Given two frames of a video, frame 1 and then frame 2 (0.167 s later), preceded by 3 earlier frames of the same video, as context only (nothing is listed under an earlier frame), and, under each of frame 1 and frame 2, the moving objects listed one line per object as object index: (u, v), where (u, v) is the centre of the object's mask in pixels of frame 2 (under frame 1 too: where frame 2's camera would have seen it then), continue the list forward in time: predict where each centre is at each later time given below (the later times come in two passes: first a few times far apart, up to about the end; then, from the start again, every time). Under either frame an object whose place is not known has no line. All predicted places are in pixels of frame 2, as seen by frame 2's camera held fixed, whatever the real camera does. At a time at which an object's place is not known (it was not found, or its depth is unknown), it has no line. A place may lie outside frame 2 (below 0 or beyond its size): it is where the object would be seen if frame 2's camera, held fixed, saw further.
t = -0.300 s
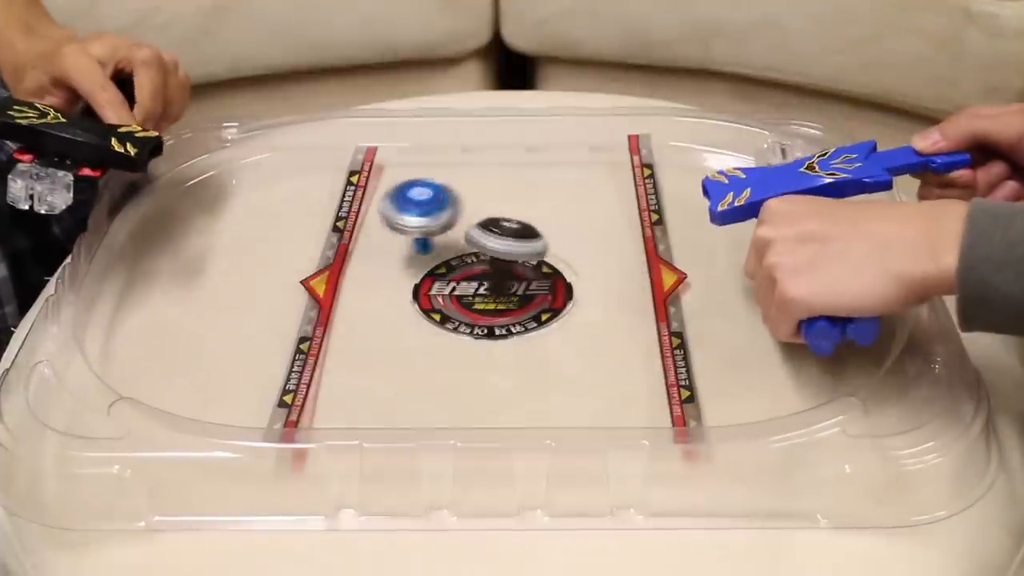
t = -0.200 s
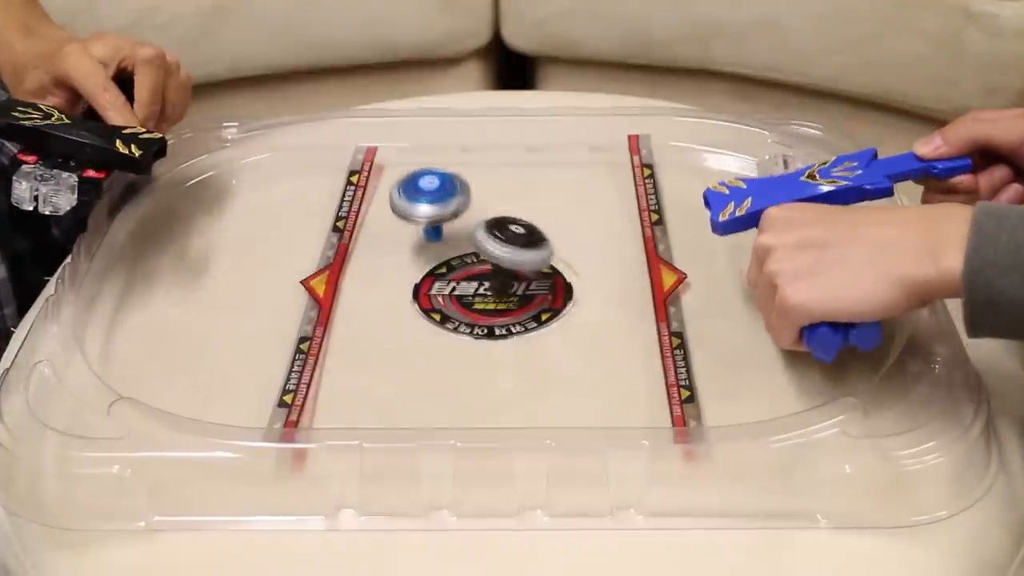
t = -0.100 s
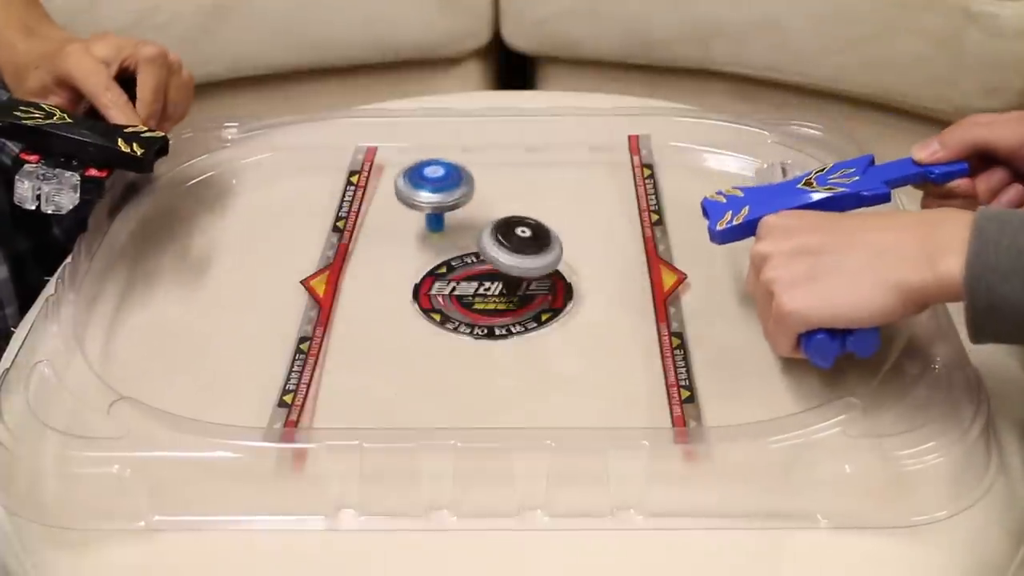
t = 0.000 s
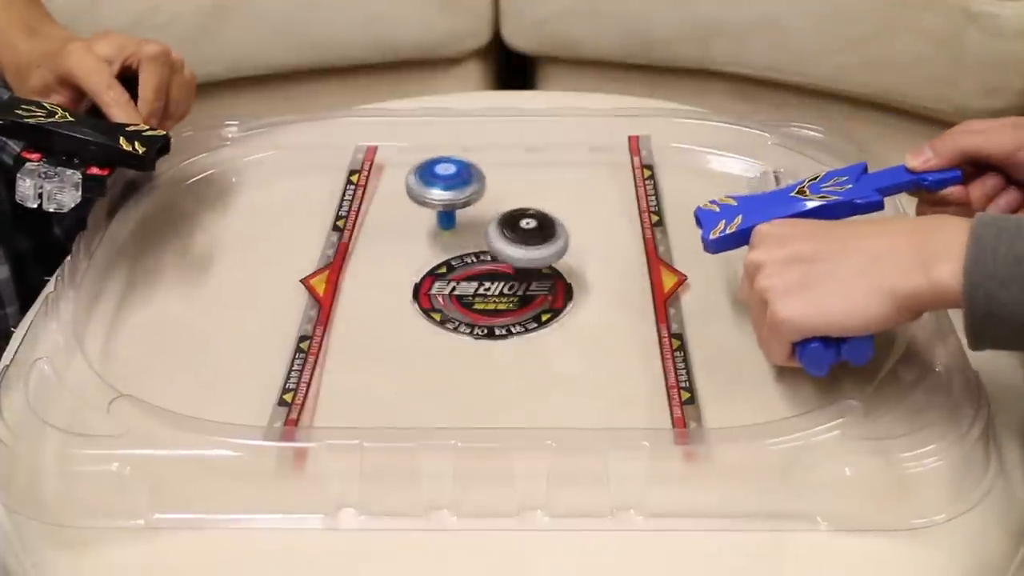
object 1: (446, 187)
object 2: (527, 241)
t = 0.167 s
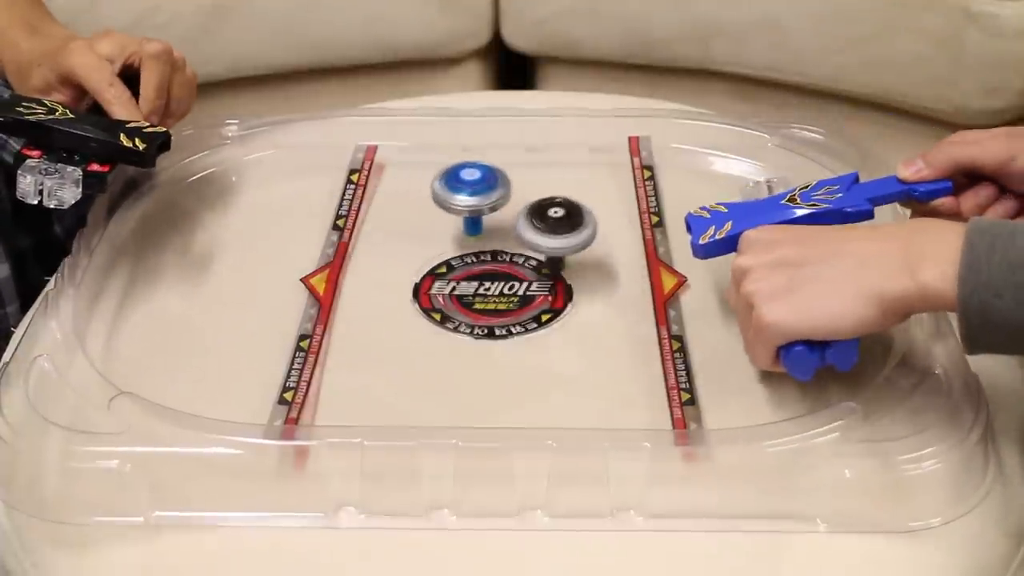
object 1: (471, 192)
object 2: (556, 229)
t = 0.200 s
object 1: (477, 194)
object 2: (563, 228)
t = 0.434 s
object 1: (487, 201)
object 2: (595, 248)
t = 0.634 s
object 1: (490, 215)
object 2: (595, 269)
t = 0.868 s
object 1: (509, 236)
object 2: (556, 283)
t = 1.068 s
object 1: (502, 220)
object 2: (560, 304)
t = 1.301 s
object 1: (499, 208)
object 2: (562, 281)
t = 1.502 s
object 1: (502, 211)
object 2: (596, 275)
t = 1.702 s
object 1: (514, 222)
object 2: (634, 275)
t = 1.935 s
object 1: (536, 245)
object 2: (665, 288)
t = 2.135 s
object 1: (556, 267)
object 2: (662, 305)
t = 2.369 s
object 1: (523, 273)
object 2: (626, 317)
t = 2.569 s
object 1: (490, 292)
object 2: (594, 304)
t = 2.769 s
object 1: (466, 300)
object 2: (586, 282)
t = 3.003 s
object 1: (465, 295)
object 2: (606, 260)
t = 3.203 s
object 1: (487, 284)
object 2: (640, 251)
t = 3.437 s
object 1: (527, 256)
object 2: (678, 259)
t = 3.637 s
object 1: (562, 232)
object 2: (688, 276)
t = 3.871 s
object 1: (547, 227)
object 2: (666, 292)
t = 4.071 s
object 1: (569, 248)
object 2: (629, 293)
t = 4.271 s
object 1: (570, 239)
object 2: (600, 298)
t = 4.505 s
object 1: (555, 233)
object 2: (562, 290)
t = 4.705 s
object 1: (543, 223)
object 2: (546, 285)
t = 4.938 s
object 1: (530, 214)
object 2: (563, 283)
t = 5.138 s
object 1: (528, 211)
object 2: (593, 272)
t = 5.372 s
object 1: (527, 216)
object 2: (635, 265)
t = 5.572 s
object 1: (526, 228)
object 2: (659, 261)
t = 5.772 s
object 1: (519, 242)
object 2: (660, 260)
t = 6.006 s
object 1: (504, 260)
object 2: (641, 254)
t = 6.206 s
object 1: (490, 271)
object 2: (611, 243)
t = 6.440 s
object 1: (476, 274)
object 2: (583, 227)
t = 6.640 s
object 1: (477, 271)
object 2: (574, 210)
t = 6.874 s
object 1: (487, 260)
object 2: (569, 193)
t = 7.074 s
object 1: (504, 250)
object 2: (564, 190)
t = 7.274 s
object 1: (522, 241)
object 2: (552, 189)
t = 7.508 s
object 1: (522, 269)
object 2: (548, 180)
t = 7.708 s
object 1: (508, 279)
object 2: (547, 174)
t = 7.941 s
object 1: (462, 267)
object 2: (534, 187)
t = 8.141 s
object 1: (423, 248)
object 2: (523, 199)
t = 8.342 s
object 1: (405, 227)
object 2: (520, 186)
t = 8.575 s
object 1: (415, 212)
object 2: (504, 170)
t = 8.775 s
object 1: (440, 207)
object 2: (503, 163)
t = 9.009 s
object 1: (424, 204)
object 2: (512, 169)
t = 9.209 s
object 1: (383, 212)
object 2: (528, 179)
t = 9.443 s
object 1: (357, 191)
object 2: (513, 194)
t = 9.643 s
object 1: (379, 171)
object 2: (513, 184)
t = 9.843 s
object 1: (423, 171)
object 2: (516, 181)
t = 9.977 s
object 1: (431, 182)
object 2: (529, 184)
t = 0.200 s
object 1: (477, 194)
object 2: (563, 228)
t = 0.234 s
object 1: (483, 197)
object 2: (567, 226)
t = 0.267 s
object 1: (490, 200)
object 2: (566, 225)
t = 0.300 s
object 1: (494, 201)
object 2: (567, 226)
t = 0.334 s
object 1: (492, 200)
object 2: (578, 233)
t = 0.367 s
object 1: (490, 200)
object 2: (586, 239)
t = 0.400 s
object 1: (488, 200)
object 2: (592, 243)
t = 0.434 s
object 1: (487, 201)
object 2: (595, 248)
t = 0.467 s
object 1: (486, 203)
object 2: (597, 251)
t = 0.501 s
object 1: (486, 205)
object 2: (598, 255)
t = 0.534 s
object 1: (486, 207)
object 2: (599, 258)
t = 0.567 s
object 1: (487, 209)
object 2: (599, 262)
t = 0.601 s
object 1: (488, 212)
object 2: (597, 266)
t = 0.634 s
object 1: (490, 215)
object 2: (595, 269)
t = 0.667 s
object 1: (492, 217)
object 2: (592, 272)
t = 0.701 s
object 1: (495, 220)
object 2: (588, 275)
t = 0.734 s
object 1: (497, 224)
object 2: (582, 278)
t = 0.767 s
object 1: (500, 227)
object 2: (576, 279)
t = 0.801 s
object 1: (502, 230)
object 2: (570, 280)
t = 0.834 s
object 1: (506, 234)
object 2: (563, 281)
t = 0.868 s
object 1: (509, 236)
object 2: (556, 283)
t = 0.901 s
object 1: (508, 235)
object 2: (555, 289)
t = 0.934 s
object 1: (506, 231)
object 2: (558, 300)
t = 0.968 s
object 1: (505, 228)
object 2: (560, 300)
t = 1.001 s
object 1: (504, 225)
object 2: (562, 304)
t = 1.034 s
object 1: (503, 222)
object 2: (562, 305)
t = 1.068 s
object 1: (502, 220)
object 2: (560, 304)
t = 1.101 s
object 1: (501, 218)
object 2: (558, 302)
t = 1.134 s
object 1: (501, 216)
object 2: (555, 299)
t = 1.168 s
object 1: (500, 214)
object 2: (554, 295)
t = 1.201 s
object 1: (500, 212)
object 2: (555, 291)
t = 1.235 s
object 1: (499, 211)
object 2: (556, 287)
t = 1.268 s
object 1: (499, 210)
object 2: (558, 284)
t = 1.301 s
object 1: (499, 208)
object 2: (562, 281)
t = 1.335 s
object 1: (499, 208)
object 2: (570, 282)
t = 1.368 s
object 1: (499, 208)
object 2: (576, 283)
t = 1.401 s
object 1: (499, 208)
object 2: (580, 281)
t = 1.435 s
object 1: (500, 209)
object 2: (584, 279)
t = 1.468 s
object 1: (500, 210)
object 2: (589, 277)
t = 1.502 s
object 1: (502, 211)
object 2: (596, 275)
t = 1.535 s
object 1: (503, 212)
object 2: (603, 274)
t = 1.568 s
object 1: (505, 213)
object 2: (609, 274)
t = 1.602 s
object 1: (507, 215)
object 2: (615, 274)
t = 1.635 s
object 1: (509, 217)
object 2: (621, 273)
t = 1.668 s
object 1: (512, 220)
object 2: (628, 274)
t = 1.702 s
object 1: (514, 222)
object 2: (634, 275)
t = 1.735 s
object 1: (517, 225)
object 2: (640, 276)
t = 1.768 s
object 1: (520, 229)
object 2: (646, 278)
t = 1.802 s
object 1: (523, 232)
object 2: (651, 280)
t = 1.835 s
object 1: (526, 235)
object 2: (655, 280)
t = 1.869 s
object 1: (529, 238)
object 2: (659, 282)
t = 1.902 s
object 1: (533, 241)
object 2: (662, 285)
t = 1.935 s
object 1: (536, 245)
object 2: (665, 288)
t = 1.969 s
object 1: (539, 249)
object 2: (667, 290)
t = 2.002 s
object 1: (542, 253)
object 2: (668, 293)
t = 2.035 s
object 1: (546, 257)
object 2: (668, 296)
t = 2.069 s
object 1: (550, 261)
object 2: (667, 299)
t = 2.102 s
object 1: (553, 264)
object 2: (665, 302)
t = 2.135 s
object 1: (556, 267)
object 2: (662, 305)
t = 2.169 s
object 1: (554, 267)
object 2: (659, 310)
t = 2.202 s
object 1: (548, 267)
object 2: (655, 309)
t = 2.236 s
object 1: (541, 265)
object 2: (650, 317)
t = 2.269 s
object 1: (536, 264)
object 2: (645, 318)
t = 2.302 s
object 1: (534, 266)
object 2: (638, 318)
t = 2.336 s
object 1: (529, 269)
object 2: (632, 318)
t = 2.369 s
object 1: (523, 273)
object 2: (626, 317)
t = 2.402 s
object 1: (518, 276)
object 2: (620, 316)
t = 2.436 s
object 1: (512, 280)
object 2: (613, 314)
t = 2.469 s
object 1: (506, 283)
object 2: (608, 312)
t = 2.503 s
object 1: (500, 286)
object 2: (603, 309)
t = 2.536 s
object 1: (495, 289)
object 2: (598, 307)
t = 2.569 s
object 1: (490, 292)
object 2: (594, 304)
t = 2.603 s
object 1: (485, 294)
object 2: (591, 301)
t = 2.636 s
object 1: (480, 295)
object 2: (589, 297)
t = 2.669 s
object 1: (477, 296)
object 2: (587, 293)
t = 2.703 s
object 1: (473, 298)
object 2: (586, 289)
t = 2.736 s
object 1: (470, 299)
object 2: (586, 286)
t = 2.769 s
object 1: (466, 300)
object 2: (586, 282)
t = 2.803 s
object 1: (464, 300)
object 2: (587, 279)
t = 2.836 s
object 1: (463, 300)
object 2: (589, 275)
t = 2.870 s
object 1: (462, 300)
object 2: (591, 272)
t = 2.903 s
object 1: (462, 299)
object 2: (595, 269)
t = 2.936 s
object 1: (463, 299)
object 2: (598, 265)
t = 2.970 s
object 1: (464, 297)
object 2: (602, 262)
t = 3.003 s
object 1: (465, 295)
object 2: (606, 260)
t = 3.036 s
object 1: (467, 294)
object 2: (610, 258)
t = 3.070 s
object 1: (469, 292)
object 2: (616, 256)
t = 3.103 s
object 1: (471, 290)
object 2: (621, 254)
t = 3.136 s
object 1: (474, 288)
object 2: (628, 253)
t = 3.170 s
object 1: (481, 285)
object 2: (634, 252)
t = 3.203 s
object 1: (487, 284)
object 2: (640, 251)
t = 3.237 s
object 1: (492, 281)
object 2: (647, 251)
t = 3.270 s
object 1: (498, 276)
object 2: (653, 251)
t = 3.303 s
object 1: (504, 272)
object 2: (658, 252)
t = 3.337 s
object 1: (510, 268)
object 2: (664, 251)
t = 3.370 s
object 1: (515, 264)
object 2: (669, 255)
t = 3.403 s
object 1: (521, 261)
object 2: (674, 257)
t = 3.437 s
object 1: (527, 256)
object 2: (678, 259)
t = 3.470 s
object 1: (533, 252)
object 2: (681, 261)
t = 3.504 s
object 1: (539, 247)
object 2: (684, 264)
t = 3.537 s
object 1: (545, 244)
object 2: (686, 267)
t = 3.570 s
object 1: (551, 239)
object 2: (688, 270)
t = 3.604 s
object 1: (557, 235)
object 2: (688, 273)
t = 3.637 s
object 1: (562, 232)
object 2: (688, 276)
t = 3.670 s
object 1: (568, 228)
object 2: (687, 279)
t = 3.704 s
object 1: (568, 224)
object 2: (685, 282)
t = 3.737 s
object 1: (561, 223)
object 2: (683, 284)
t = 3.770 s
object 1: (552, 225)
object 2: (679, 287)
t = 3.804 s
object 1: (546, 225)
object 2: (676, 289)
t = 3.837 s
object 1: (545, 225)
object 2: (671, 290)
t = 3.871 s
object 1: (547, 227)
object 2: (666, 292)
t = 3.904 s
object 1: (550, 230)
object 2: (660, 293)
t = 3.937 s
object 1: (554, 234)
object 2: (655, 295)
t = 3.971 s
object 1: (558, 237)
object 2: (648, 295)
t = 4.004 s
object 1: (562, 241)
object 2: (642, 294)
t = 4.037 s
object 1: (566, 245)
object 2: (635, 294)
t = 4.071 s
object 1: (569, 248)
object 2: (629, 293)
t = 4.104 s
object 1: (572, 249)
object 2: (623, 292)
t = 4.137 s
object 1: (575, 246)
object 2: (620, 295)
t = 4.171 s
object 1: (576, 243)
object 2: (616, 296)
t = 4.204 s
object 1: (575, 242)
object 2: (612, 297)
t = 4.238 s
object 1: (573, 241)
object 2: (606, 298)
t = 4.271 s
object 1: (570, 239)
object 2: (600, 298)
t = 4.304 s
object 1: (568, 238)
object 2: (595, 297)
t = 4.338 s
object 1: (566, 237)
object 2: (589, 297)
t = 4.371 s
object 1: (564, 237)
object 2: (584, 296)
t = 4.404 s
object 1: (562, 236)
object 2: (579, 295)
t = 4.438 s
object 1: (559, 235)
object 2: (573, 293)
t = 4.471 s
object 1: (557, 234)
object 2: (567, 291)
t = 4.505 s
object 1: (555, 233)
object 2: (562, 290)
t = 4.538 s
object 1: (553, 232)
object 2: (557, 287)
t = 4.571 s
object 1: (551, 230)
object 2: (553, 285)
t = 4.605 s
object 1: (550, 229)
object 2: (550, 283)
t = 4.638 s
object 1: (547, 227)
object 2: (547, 283)
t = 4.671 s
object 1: (544, 225)
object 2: (545, 284)
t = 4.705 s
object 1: (543, 223)
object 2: (546, 285)
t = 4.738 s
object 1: (540, 221)
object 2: (546, 286)
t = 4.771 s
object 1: (538, 219)
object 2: (546, 285)
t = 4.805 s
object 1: (536, 217)
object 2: (547, 283)
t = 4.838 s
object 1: (534, 216)
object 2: (549, 281)
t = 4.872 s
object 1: (533, 215)
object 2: (554, 282)
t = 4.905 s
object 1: (532, 214)
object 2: (560, 283)
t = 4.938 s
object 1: (530, 214)
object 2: (563, 283)
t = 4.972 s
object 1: (530, 213)
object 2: (565, 281)
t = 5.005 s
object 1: (530, 213)
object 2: (570, 278)
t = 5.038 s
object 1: (529, 212)
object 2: (576, 276)
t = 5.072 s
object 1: (529, 211)
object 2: (582, 275)
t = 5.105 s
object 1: (528, 211)
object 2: (588, 274)
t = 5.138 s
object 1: (528, 211)
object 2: (593, 272)
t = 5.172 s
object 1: (528, 211)
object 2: (600, 271)
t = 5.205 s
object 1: (527, 211)
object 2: (606, 270)
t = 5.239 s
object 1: (527, 212)
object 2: (612, 269)
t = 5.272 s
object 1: (527, 213)
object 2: (617, 268)
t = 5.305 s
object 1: (527, 213)
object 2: (624, 267)
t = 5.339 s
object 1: (527, 215)
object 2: (630, 266)
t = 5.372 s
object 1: (527, 216)
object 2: (635, 265)
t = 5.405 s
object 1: (527, 218)
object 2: (641, 265)
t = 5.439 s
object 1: (527, 220)
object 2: (646, 264)
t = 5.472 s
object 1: (527, 222)
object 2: (651, 263)
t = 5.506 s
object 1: (527, 224)
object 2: (654, 263)
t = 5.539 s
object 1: (527, 225)
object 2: (657, 262)
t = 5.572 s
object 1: (526, 228)
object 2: (659, 261)
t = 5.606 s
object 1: (525, 230)
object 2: (660, 261)
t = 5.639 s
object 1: (525, 232)
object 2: (661, 261)
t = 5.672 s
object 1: (523, 235)
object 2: (661, 260)
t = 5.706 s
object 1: (522, 237)
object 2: (661, 260)
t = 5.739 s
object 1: (520, 240)
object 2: (661, 260)
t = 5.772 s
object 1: (519, 242)
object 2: (660, 260)
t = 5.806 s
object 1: (517, 245)
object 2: (660, 260)
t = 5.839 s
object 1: (515, 248)
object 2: (658, 259)
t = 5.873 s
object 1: (513, 250)
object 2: (656, 258)
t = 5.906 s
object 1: (511, 253)
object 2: (653, 257)
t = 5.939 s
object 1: (509, 256)
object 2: (648, 255)
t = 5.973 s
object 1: (506, 258)
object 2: (645, 255)
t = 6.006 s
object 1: (504, 260)
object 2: (641, 254)
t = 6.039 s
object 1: (502, 263)
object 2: (636, 253)
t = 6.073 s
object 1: (499, 265)
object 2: (631, 251)
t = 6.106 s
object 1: (497, 266)
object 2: (625, 249)
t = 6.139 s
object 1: (494, 268)
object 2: (620, 247)
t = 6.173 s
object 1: (492, 270)
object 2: (615, 245)
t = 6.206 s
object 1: (490, 271)
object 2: (611, 243)
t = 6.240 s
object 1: (487, 272)
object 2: (605, 241)
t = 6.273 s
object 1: (485, 272)
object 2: (601, 239)
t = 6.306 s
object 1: (483, 273)
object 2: (597, 237)
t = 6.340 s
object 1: (481, 274)
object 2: (593, 235)
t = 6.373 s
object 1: (479, 274)
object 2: (589, 232)
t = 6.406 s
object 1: (478, 274)
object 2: (586, 230)
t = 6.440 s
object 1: (476, 274)
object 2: (583, 227)
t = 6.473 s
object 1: (476, 274)
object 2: (581, 225)
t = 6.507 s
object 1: (475, 273)
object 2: (580, 222)
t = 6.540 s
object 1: (475, 273)
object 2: (578, 219)
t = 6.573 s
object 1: (475, 273)
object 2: (577, 216)
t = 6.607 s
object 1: (476, 272)
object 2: (575, 213)
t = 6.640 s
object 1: (477, 271)
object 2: (574, 210)
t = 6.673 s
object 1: (478, 270)
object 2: (573, 207)
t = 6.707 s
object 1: (479, 268)
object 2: (572, 204)
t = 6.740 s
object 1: (480, 266)
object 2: (572, 201)
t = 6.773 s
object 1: (482, 265)
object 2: (571, 199)
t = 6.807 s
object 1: (483, 263)
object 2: (570, 197)
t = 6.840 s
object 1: (485, 261)
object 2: (570, 195)
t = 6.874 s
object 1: (487, 260)
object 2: (569, 193)
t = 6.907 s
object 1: (489, 258)
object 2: (568, 192)
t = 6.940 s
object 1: (492, 257)
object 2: (567, 191)
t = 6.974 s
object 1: (495, 254)
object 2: (566, 190)
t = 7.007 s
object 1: (498, 253)
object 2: (566, 190)
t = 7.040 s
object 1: (501, 251)
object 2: (565, 190)
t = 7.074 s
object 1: (504, 250)
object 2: (564, 190)
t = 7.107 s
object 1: (507, 247)
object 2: (563, 190)
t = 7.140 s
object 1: (510, 246)
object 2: (561, 190)
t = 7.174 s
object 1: (513, 245)
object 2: (560, 191)
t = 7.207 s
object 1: (516, 244)
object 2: (557, 190)
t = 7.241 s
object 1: (519, 242)
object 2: (555, 190)
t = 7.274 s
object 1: (522, 241)
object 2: (552, 189)
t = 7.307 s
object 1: (525, 240)
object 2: (549, 190)
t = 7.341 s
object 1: (525, 244)
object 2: (547, 188)
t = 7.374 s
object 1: (524, 250)
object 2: (548, 186)
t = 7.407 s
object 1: (524, 254)
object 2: (548, 185)
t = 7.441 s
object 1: (524, 259)
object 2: (547, 184)
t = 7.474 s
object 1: (523, 265)
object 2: (547, 182)
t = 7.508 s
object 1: (522, 269)
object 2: (548, 180)
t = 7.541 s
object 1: (520, 274)
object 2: (548, 178)
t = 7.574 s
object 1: (519, 278)
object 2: (548, 176)
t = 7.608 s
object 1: (516, 282)
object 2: (548, 175)
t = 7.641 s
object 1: (514, 283)
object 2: (548, 174)
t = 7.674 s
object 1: (512, 282)
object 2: (548, 174)
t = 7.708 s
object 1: (508, 279)
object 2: (547, 174)
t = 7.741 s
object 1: (505, 276)
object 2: (546, 175)
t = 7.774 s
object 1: (502, 275)
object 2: (544, 176)
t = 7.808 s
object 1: (496, 274)
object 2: (543, 177)
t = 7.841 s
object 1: (488, 271)
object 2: (541, 179)
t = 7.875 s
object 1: (478, 270)
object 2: (538, 181)
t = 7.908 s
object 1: (470, 266)
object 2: (536, 184)
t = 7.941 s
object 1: (462, 267)
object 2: (534, 187)
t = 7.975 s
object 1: (454, 264)
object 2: (531, 189)
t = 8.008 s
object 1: (446, 261)
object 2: (528, 192)
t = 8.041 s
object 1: (440, 257)
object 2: (525, 195)
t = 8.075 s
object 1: (434, 255)
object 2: (521, 198)
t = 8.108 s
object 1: (428, 251)
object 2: (520, 199)
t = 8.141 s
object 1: (423, 248)
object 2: (523, 199)
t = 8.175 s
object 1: (418, 245)
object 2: (525, 194)
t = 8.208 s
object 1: (414, 240)
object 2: (527, 190)
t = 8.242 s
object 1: (410, 237)
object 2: (527, 189)
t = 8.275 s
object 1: (408, 233)
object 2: (526, 188)
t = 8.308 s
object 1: (406, 230)
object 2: (523, 187)
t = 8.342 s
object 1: (405, 227)
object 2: (520, 186)
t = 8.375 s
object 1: (404, 224)
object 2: (516, 184)
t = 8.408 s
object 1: (404, 222)
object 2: (513, 182)
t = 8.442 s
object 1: (405, 219)
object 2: (510, 180)
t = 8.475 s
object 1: (406, 217)
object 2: (508, 177)
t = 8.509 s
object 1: (409, 215)
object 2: (506, 175)
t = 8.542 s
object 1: (411, 214)
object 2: (505, 172)
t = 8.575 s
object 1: (415, 212)
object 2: (504, 170)
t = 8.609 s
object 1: (419, 211)
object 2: (504, 168)
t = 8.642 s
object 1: (424, 210)
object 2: (503, 166)
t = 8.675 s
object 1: (429, 209)
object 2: (503, 164)
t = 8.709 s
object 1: (434, 209)
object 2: (503, 163)
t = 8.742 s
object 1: (438, 209)
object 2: (503, 163)
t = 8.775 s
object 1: (440, 207)
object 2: (503, 163)
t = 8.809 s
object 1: (440, 204)
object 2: (503, 163)
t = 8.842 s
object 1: (440, 203)
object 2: (503, 164)
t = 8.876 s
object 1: (442, 203)
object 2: (503, 165)
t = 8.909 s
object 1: (444, 203)
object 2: (503, 167)
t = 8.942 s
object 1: (443, 203)
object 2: (503, 168)
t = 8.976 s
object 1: (438, 203)
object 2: (504, 170)
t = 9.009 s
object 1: (424, 204)
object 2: (512, 169)
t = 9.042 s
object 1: (412, 207)
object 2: (518, 169)
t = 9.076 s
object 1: (405, 211)
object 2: (523, 171)
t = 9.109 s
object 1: (398, 212)
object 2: (525, 173)
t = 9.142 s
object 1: (393, 213)
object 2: (526, 175)
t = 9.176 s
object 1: (387, 213)
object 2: (527, 177)
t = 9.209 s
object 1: (383, 212)
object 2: (528, 179)
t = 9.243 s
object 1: (377, 211)
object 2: (528, 181)
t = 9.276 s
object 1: (371, 209)
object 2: (527, 184)
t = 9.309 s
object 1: (366, 206)
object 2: (525, 187)
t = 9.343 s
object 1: (363, 203)
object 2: (522, 189)
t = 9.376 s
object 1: (359, 199)
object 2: (519, 191)
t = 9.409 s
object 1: (357, 195)
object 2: (516, 193)
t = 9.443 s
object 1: (357, 191)
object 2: (513, 194)
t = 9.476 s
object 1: (357, 187)
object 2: (511, 194)
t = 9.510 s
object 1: (359, 183)
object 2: (512, 192)
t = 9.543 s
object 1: (363, 179)
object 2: (512, 189)
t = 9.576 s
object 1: (368, 175)
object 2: (512, 187)
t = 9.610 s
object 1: (373, 173)
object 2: (512, 185)
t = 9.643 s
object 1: (379, 171)
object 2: (513, 184)
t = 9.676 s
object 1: (385, 169)
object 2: (514, 183)
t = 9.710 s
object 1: (392, 168)
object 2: (515, 183)
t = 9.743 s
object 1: (401, 168)
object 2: (516, 182)
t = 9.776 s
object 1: (408, 168)
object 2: (516, 182)
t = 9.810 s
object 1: (416, 169)
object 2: (516, 181)
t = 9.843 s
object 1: (423, 171)
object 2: (516, 181)
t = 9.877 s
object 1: (430, 173)
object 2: (516, 181)
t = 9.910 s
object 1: (436, 175)
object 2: (516, 182)
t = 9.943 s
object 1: (434, 178)
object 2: (524, 182)
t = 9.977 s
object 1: (431, 182)
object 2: (529, 184)
